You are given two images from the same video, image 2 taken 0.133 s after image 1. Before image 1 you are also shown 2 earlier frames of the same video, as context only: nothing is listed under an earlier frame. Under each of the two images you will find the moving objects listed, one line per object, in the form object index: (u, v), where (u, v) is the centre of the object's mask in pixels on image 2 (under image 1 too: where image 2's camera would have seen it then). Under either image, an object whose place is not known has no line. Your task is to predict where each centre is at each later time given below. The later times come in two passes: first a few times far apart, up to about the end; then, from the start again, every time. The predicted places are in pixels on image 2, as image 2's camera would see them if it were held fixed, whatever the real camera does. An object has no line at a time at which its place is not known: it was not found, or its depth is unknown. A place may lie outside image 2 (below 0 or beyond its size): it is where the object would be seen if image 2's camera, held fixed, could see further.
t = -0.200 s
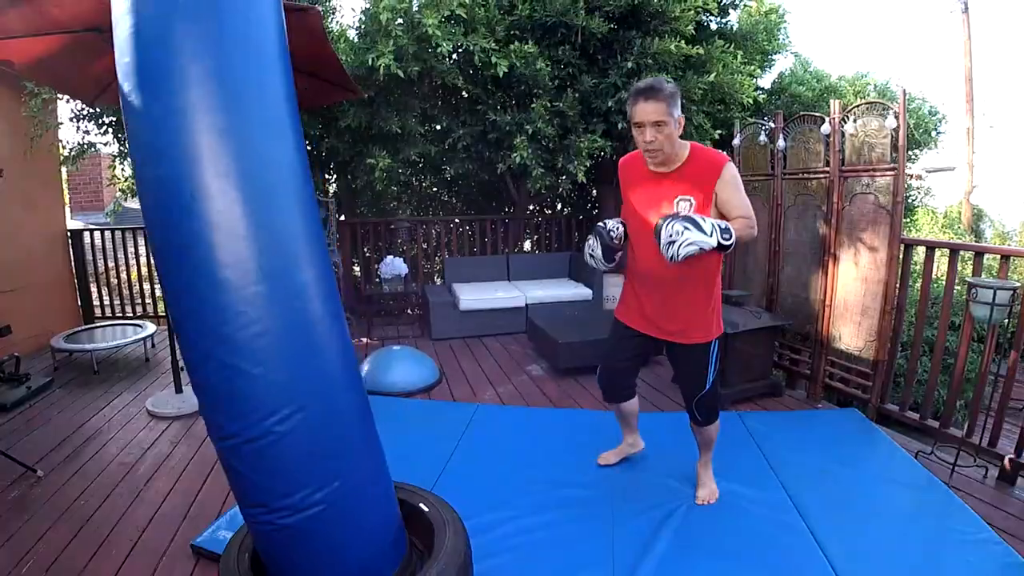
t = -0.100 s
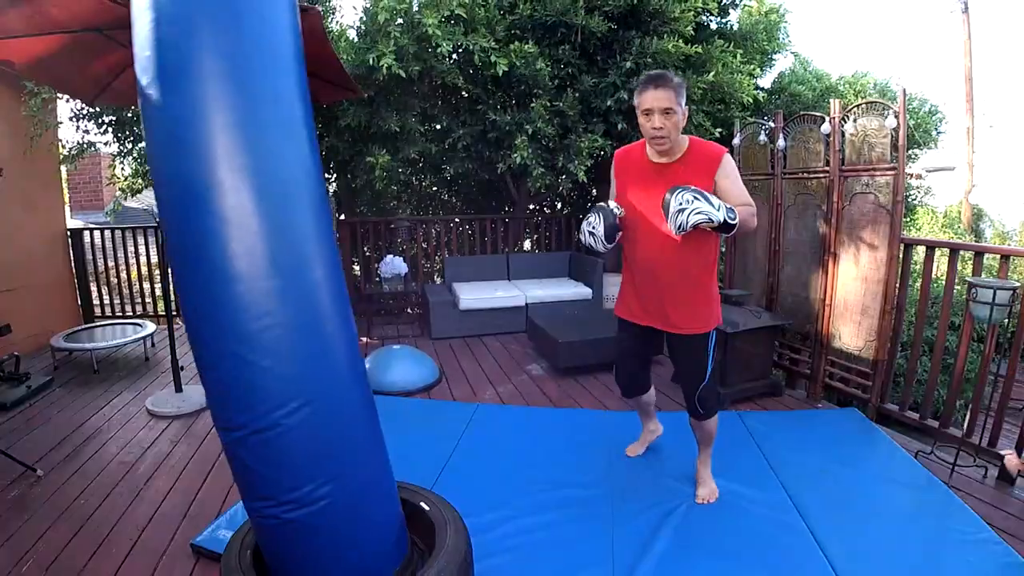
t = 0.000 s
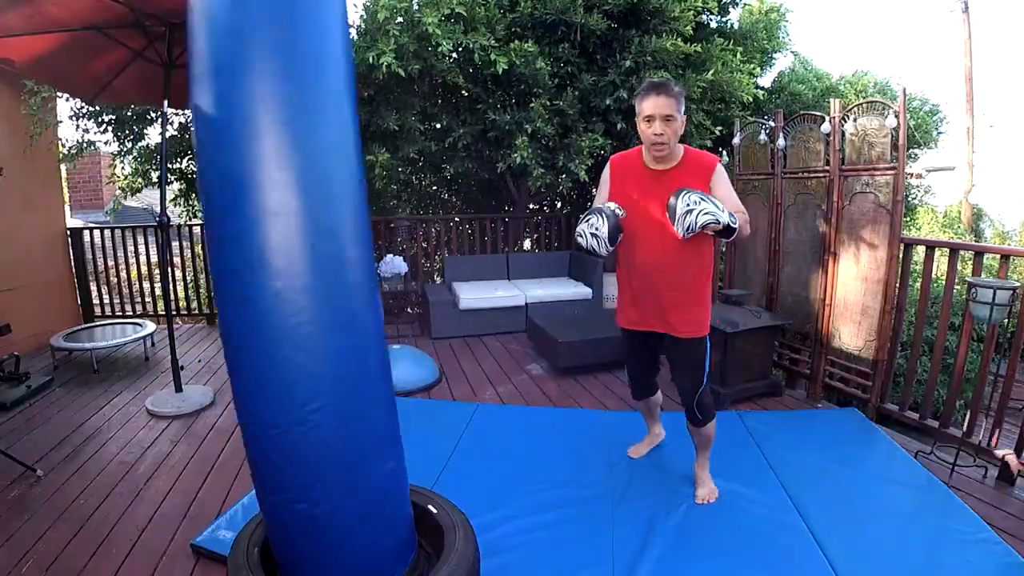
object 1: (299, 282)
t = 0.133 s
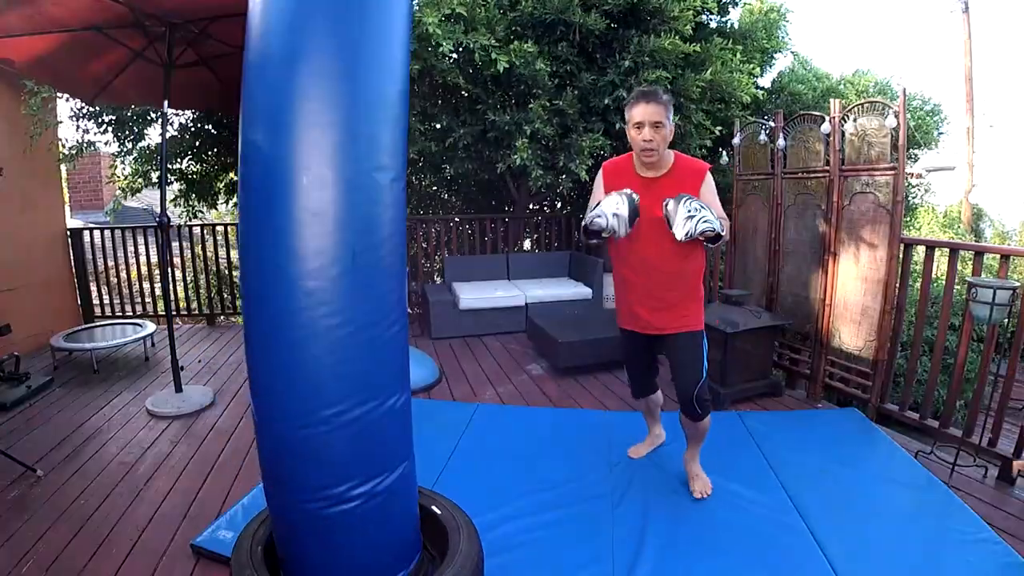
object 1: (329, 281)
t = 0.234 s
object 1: (318, 280)
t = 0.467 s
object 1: (286, 282)
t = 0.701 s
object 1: (311, 281)
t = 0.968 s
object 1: (296, 281)
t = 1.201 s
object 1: (304, 281)
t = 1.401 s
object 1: (300, 281)
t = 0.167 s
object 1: (328, 280)
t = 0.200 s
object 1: (325, 280)
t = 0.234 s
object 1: (318, 280)
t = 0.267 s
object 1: (311, 279)
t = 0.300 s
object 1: (303, 280)
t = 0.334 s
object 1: (296, 281)
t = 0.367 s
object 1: (290, 281)
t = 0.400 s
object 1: (286, 282)
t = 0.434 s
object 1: (285, 281)
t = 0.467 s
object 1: (286, 282)
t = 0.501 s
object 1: (289, 282)
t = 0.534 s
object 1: (294, 282)
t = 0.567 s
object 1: (299, 282)
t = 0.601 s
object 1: (303, 282)
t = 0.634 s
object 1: (307, 281)
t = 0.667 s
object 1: (310, 281)
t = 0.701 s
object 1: (311, 281)
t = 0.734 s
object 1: (310, 281)
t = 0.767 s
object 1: (309, 281)
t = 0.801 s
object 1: (306, 280)
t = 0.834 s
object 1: (303, 282)
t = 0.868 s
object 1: (300, 280)
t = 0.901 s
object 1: (298, 281)
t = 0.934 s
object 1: (297, 283)
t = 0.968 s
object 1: (296, 281)
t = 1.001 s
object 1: (297, 282)
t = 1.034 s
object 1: (298, 283)
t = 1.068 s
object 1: (299, 281)
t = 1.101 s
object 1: (301, 282)
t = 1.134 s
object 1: (302, 281)
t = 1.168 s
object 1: (304, 281)
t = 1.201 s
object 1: (304, 281)
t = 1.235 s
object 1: (304, 280)
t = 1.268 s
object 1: (304, 281)
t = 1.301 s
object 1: (303, 281)
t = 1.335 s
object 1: (302, 281)
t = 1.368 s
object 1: (301, 281)
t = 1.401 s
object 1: (300, 281)
